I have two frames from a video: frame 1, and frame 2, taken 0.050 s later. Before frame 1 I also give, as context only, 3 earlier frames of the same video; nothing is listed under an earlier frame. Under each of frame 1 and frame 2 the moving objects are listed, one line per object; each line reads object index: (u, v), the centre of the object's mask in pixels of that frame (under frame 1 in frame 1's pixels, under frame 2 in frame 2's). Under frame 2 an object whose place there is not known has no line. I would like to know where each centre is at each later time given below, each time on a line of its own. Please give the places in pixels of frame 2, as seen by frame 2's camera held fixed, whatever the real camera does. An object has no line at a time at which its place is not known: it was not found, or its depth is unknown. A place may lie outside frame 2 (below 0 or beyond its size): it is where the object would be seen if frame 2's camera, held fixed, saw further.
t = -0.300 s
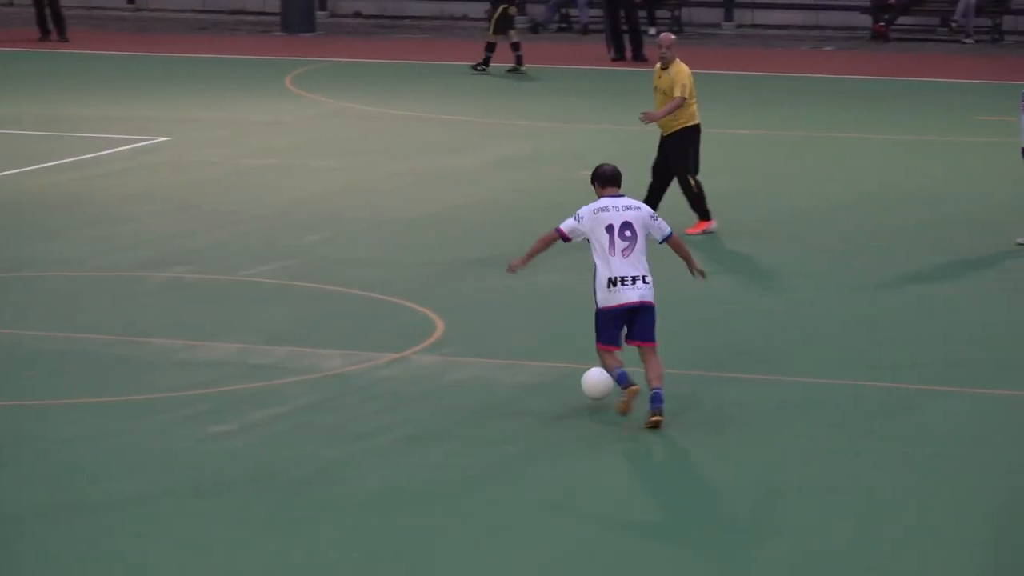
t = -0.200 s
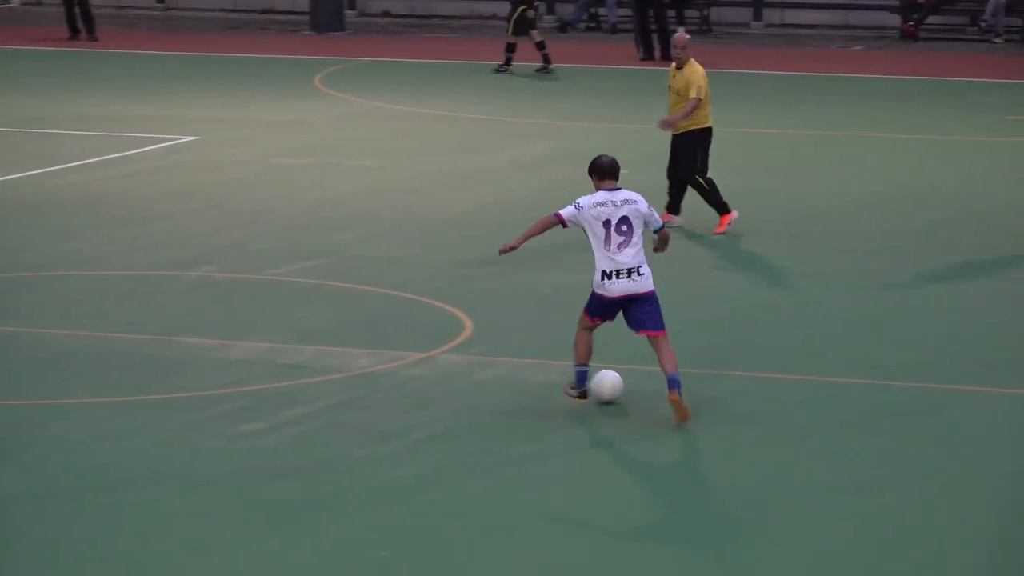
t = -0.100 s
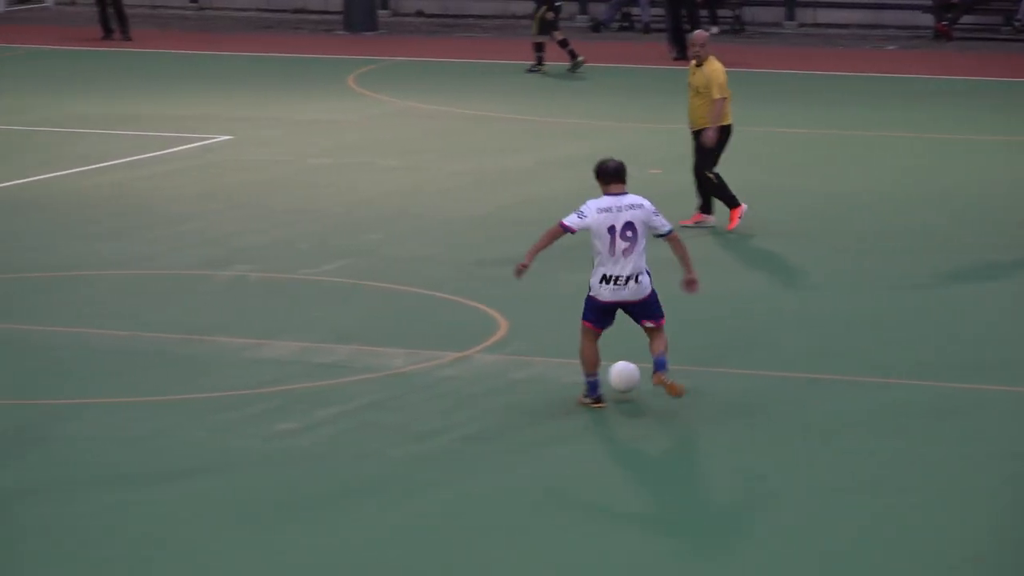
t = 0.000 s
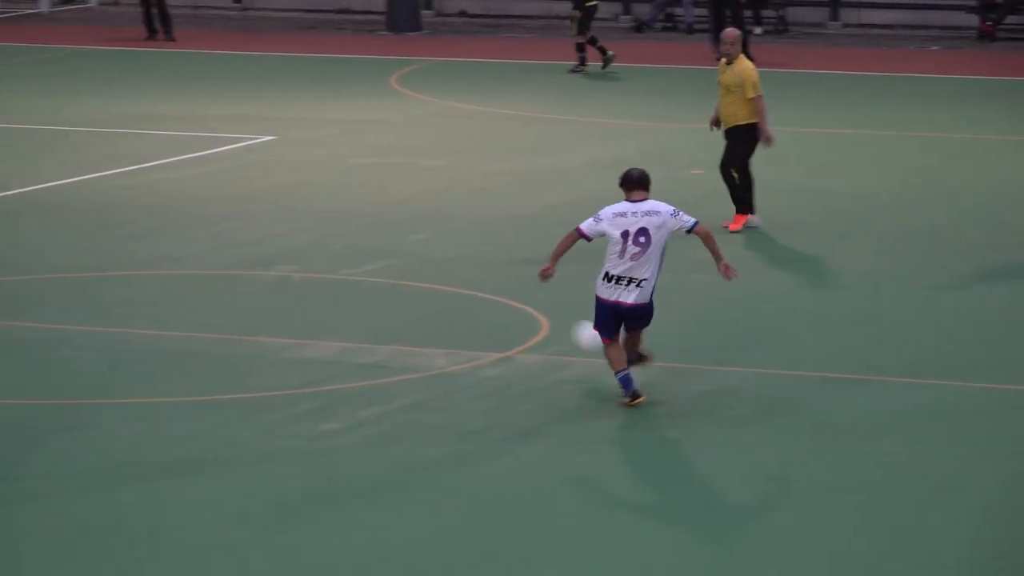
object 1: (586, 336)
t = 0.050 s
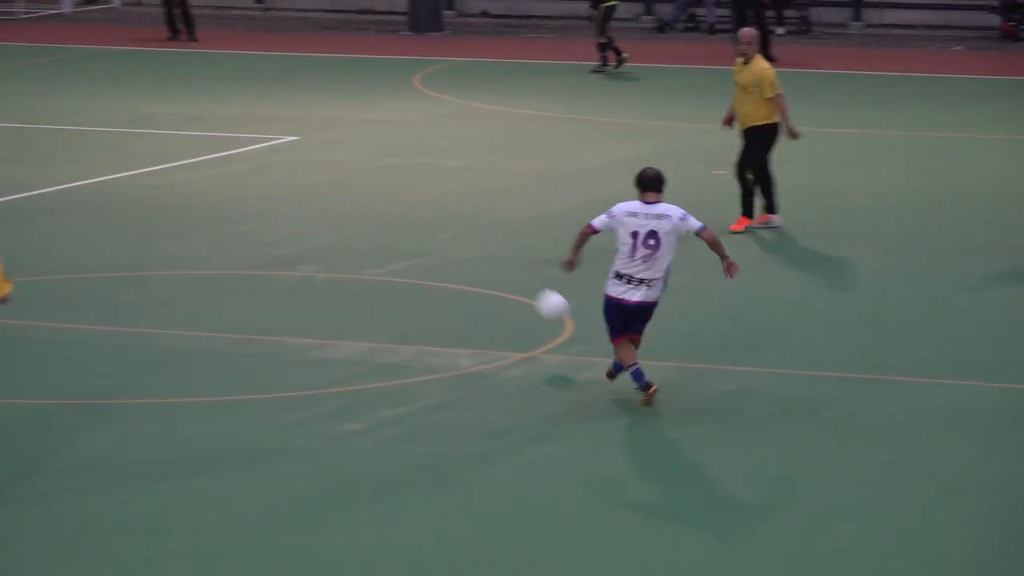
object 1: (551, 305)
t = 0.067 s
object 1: (531, 295)
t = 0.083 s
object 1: (511, 286)
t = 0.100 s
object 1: (496, 278)
